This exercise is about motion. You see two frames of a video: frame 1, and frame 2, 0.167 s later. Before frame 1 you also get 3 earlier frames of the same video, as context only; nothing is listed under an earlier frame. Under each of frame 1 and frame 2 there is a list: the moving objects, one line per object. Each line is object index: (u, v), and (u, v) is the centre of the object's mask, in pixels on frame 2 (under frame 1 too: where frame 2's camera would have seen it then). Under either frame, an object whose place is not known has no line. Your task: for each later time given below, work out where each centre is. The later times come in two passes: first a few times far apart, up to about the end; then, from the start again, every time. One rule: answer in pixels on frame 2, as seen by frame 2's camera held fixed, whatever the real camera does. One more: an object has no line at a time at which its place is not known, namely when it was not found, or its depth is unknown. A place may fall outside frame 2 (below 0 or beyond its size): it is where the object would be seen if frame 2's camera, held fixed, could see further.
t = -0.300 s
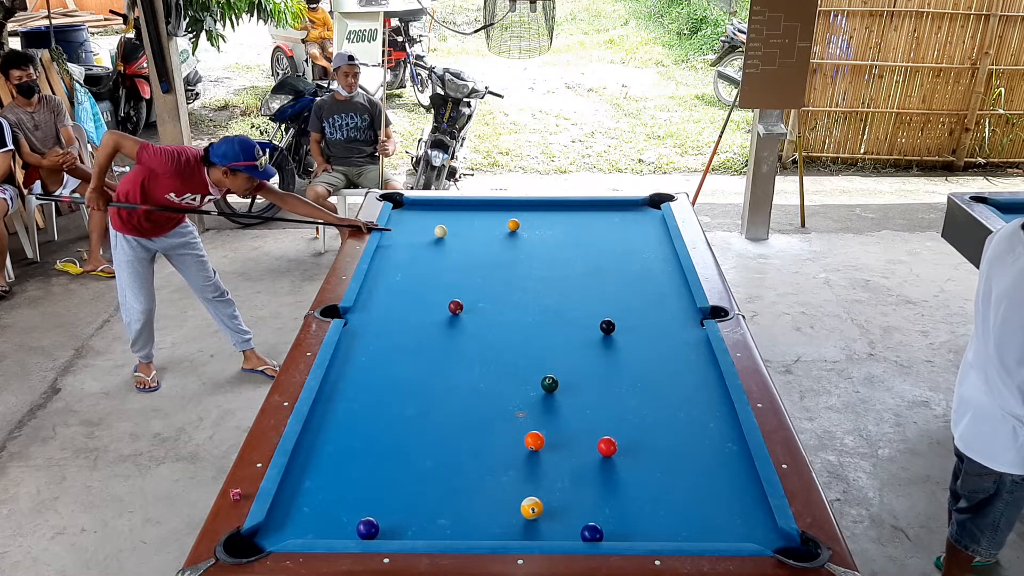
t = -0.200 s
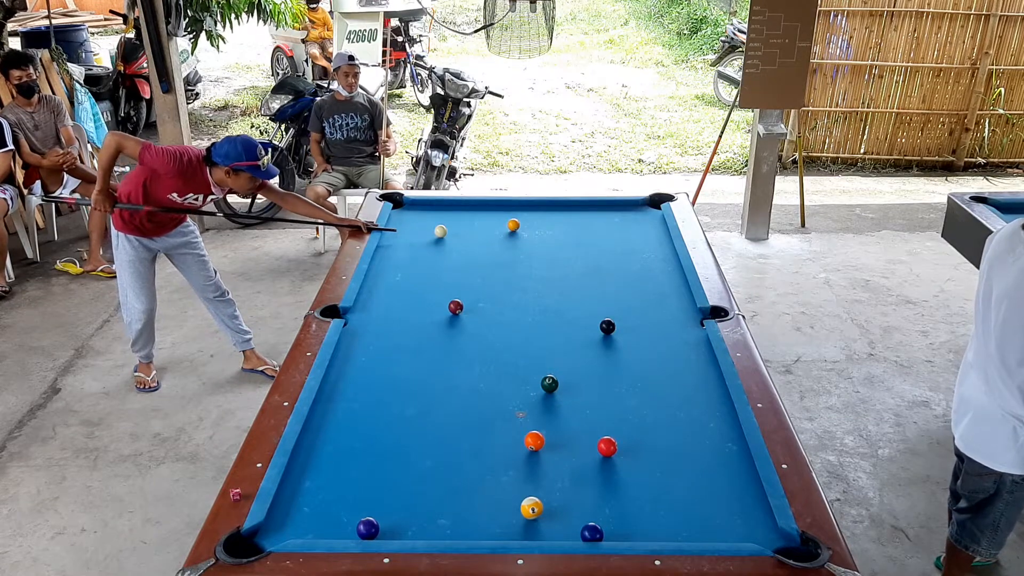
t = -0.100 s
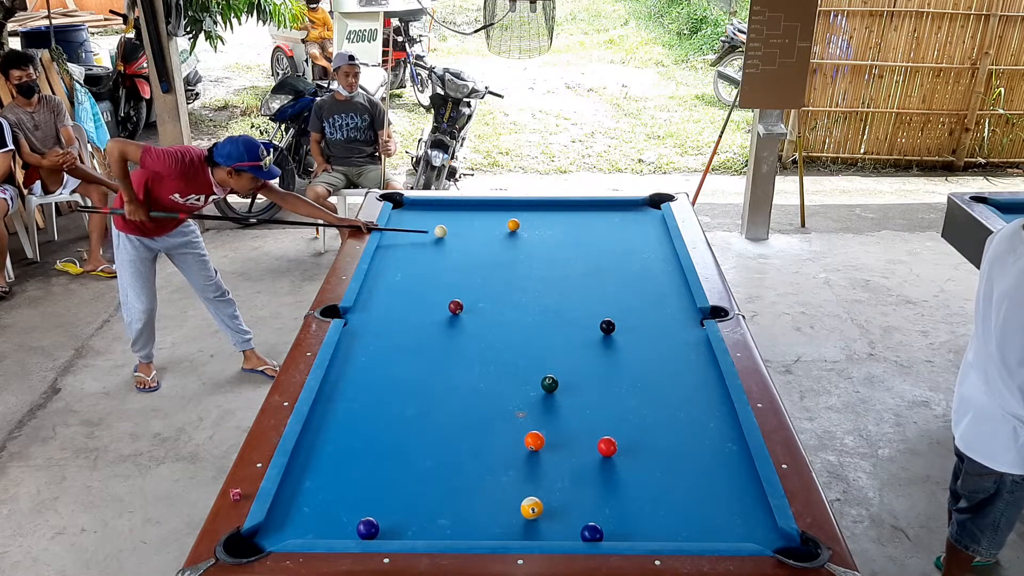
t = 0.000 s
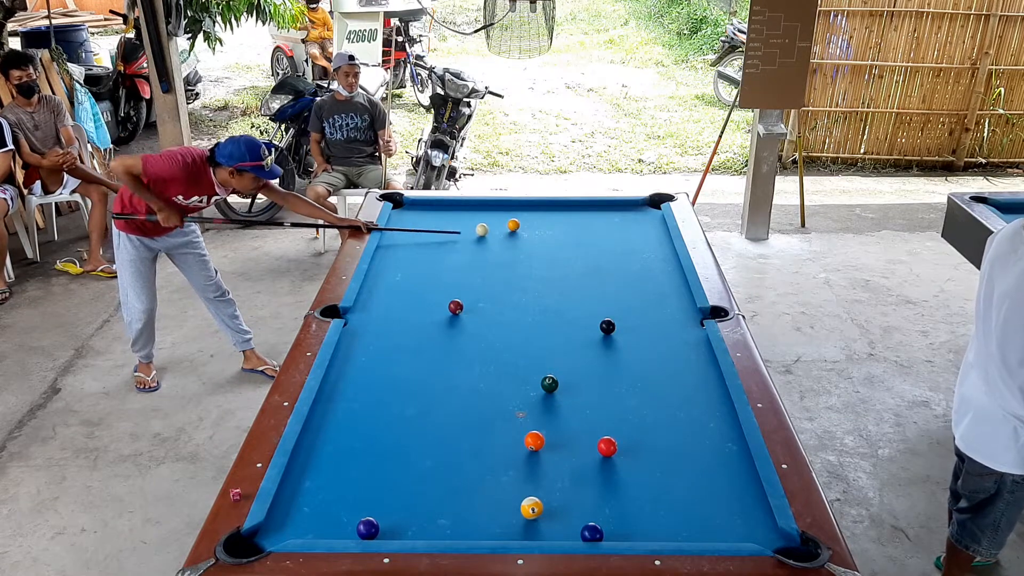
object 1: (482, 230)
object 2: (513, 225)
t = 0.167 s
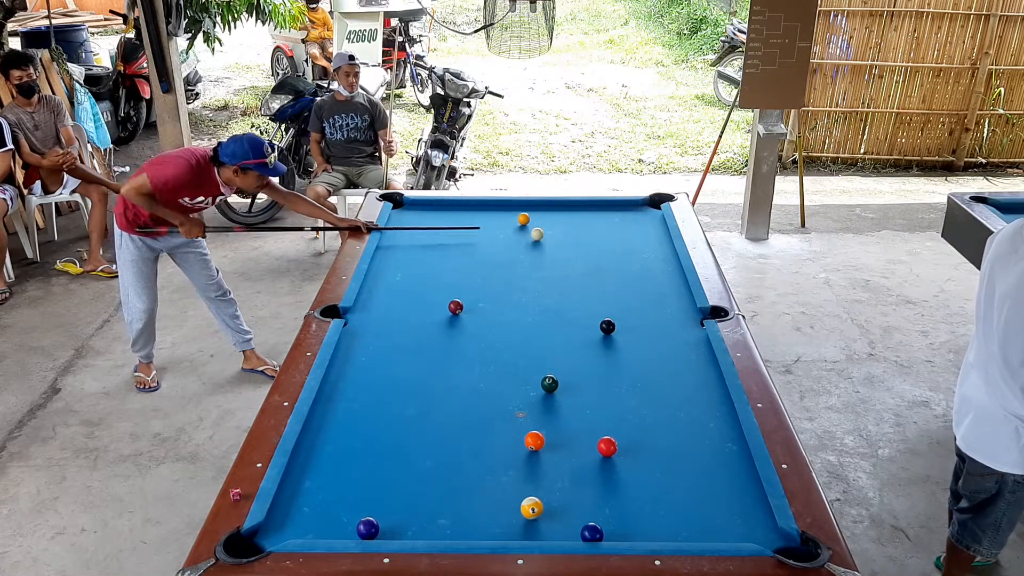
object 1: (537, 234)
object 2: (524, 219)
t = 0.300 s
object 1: (572, 240)
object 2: (533, 213)
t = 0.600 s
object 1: (653, 253)
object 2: (552, 204)
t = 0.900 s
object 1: (642, 271)
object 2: (564, 210)
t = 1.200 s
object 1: (605, 290)
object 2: (576, 215)
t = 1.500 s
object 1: (566, 309)
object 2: (586, 221)
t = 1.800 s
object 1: (524, 331)
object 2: (596, 226)
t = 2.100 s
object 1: (481, 353)
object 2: (606, 230)
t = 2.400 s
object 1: (434, 377)
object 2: (614, 234)
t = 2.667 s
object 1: (391, 399)
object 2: (621, 238)
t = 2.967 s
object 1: (340, 426)
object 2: (628, 241)
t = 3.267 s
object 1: (310, 449)
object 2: (635, 244)
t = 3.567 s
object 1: (324, 464)
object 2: (640, 247)
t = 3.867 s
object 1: (338, 478)
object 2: (645, 249)
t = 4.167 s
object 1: (352, 491)
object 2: (649, 251)
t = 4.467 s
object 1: (365, 503)
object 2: (651, 253)
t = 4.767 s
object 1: (379, 513)
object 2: (653, 253)
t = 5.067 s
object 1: (392, 521)
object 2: (654, 254)
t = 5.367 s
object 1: (405, 527)
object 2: (654, 254)
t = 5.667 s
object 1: (417, 531)
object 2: (654, 254)
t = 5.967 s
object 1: (427, 533)
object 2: (654, 254)
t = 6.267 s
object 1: (433, 533)
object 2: (654, 254)
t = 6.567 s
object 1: (437, 532)
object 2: (654, 254)
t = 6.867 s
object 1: (438, 532)
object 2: (654, 254)
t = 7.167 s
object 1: (438, 532)
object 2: (654, 254)
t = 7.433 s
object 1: (438, 532)
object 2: (654, 254)
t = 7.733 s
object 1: (438, 532)
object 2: (654, 254)
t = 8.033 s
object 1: (438, 532)
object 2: (654, 254)
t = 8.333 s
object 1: (438, 532)
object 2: (654, 254)
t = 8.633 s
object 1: (438, 532)
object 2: (654, 254)
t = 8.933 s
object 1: (438, 532)
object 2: (654, 254)
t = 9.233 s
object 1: (438, 532)
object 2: (654, 254)
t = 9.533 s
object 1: (438, 532)
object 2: (654, 254)
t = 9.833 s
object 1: (438, 532)
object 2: (654, 254)
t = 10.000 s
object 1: (438, 532)
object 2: (654, 254)
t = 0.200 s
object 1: (545, 236)
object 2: (526, 217)
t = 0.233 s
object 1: (554, 237)
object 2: (528, 216)
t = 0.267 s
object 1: (563, 239)
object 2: (531, 214)
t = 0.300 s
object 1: (572, 240)
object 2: (533, 213)
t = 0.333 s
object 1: (580, 241)
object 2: (536, 212)
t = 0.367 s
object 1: (589, 243)
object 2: (538, 211)
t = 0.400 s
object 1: (598, 245)
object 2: (540, 209)
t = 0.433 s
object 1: (607, 246)
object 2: (542, 208)
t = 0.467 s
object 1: (616, 247)
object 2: (545, 206)
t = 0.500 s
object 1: (625, 249)
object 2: (547, 205)
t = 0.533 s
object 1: (634, 251)
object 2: (549, 204)
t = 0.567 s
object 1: (644, 252)
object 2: (551, 204)
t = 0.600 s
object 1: (653, 253)
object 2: (552, 204)
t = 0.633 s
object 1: (662, 255)
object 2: (554, 205)
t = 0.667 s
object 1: (671, 257)
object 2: (555, 206)
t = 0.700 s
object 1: (668, 259)
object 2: (557, 206)
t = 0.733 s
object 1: (663, 260)
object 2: (558, 207)
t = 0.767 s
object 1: (659, 263)
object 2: (559, 207)
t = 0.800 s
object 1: (655, 265)
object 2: (560, 208)
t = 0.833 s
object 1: (651, 267)
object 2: (562, 208)
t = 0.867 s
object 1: (647, 269)
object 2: (563, 209)
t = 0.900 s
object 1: (642, 271)
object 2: (564, 210)
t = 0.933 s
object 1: (638, 273)
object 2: (565, 211)
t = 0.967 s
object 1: (634, 275)
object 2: (567, 211)
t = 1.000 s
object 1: (630, 277)
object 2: (568, 212)
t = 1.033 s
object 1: (626, 279)
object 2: (569, 212)
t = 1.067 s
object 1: (622, 281)
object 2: (571, 213)
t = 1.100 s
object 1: (618, 283)
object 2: (572, 214)
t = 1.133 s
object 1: (614, 285)
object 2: (573, 214)
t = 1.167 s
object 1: (609, 288)
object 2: (574, 215)
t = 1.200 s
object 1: (605, 290)
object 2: (576, 215)
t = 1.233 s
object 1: (601, 292)
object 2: (577, 216)
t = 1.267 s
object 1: (597, 294)
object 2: (578, 217)
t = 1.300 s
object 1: (592, 296)
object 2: (579, 217)
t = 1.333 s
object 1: (588, 298)
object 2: (580, 218)
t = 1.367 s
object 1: (584, 301)
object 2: (582, 219)
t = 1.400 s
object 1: (579, 303)
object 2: (583, 219)
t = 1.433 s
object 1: (575, 305)
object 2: (584, 220)
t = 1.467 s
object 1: (570, 307)
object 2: (585, 220)
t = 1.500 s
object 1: (566, 309)
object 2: (586, 221)
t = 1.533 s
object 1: (561, 312)
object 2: (588, 221)
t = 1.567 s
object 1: (557, 314)
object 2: (589, 222)
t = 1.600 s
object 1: (552, 316)
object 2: (590, 222)
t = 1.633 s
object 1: (548, 319)
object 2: (591, 223)
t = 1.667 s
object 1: (543, 321)
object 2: (592, 224)
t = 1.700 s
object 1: (539, 323)
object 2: (593, 224)
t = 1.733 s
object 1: (534, 326)
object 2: (594, 225)
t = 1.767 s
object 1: (529, 328)
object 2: (595, 225)
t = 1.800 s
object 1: (524, 331)
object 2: (596, 226)
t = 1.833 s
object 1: (520, 333)
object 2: (597, 226)
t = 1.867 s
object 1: (515, 335)
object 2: (598, 227)
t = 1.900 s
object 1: (510, 338)
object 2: (599, 227)
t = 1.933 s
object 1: (505, 340)
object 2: (600, 228)
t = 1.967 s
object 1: (500, 343)
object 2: (601, 228)
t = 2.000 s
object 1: (495, 345)
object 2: (602, 229)
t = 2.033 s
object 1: (490, 348)
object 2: (603, 229)
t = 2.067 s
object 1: (486, 350)
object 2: (604, 230)
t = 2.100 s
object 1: (481, 353)
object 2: (606, 230)
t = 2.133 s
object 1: (475, 355)
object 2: (606, 231)
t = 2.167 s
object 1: (470, 358)
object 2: (607, 231)
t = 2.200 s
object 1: (465, 361)
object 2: (608, 232)
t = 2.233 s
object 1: (460, 363)
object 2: (609, 232)
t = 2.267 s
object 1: (455, 366)
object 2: (610, 233)
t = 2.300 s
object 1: (450, 369)
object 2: (611, 233)
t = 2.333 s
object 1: (445, 371)
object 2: (612, 234)
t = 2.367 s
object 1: (440, 374)
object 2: (613, 234)
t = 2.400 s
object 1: (434, 377)
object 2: (614, 234)
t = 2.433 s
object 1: (429, 380)
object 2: (615, 235)
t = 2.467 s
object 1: (424, 382)
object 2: (616, 235)
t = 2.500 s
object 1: (418, 385)
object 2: (617, 236)
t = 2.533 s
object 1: (413, 388)
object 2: (617, 236)
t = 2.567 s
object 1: (408, 391)
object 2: (618, 237)
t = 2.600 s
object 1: (402, 393)
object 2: (619, 237)
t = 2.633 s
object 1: (397, 396)
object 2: (620, 237)
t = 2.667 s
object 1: (391, 399)
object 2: (621, 238)
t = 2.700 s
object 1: (386, 402)
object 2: (622, 238)
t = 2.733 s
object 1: (380, 405)
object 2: (623, 239)
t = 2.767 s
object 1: (374, 408)
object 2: (623, 239)
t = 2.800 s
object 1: (369, 411)
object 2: (624, 239)
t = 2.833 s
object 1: (363, 414)
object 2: (625, 240)
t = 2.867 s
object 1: (357, 417)
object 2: (626, 240)
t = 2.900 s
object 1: (352, 420)
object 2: (627, 241)
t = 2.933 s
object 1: (346, 423)
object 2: (628, 241)
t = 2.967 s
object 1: (340, 426)
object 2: (628, 241)
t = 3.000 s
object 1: (334, 429)
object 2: (629, 242)
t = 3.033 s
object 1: (328, 432)
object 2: (630, 242)
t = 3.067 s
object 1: (322, 435)
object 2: (630, 242)
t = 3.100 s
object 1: (316, 438)
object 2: (631, 243)
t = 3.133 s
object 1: (310, 441)
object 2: (632, 243)
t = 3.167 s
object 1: (305, 444)
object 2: (633, 243)
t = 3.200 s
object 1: (307, 446)
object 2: (633, 244)
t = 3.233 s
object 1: (309, 448)
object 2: (634, 244)
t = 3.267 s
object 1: (310, 449)
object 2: (635, 244)
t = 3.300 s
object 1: (312, 451)
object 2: (635, 245)
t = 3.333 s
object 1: (313, 453)
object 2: (636, 245)
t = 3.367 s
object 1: (315, 454)
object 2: (637, 245)
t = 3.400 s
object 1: (316, 456)
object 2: (638, 245)
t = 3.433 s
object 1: (318, 458)
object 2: (638, 246)
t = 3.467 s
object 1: (319, 459)
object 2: (639, 246)
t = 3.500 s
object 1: (321, 461)
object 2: (639, 246)
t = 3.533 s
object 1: (322, 462)
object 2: (640, 247)
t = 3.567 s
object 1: (324, 464)
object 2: (640, 247)
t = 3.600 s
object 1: (325, 466)
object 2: (641, 247)
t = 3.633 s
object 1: (327, 467)
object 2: (642, 247)
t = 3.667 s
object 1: (329, 469)
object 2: (642, 248)
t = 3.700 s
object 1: (330, 470)
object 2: (643, 248)
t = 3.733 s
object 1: (332, 472)
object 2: (643, 248)
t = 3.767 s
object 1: (333, 473)
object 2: (644, 248)
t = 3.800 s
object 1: (335, 475)
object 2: (644, 249)
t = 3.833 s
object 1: (336, 476)
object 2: (645, 249)
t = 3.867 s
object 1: (338, 478)
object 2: (645, 249)
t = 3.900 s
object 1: (340, 479)
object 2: (646, 249)
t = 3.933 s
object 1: (341, 481)
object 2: (646, 250)
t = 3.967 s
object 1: (342, 482)
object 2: (646, 250)
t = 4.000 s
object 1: (344, 484)
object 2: (647, 250)
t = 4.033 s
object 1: (346, 485)
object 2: (647, 250)
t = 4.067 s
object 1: (347, 487)
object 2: (648, 250)
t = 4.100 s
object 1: (349, 488)
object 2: (648, 251)
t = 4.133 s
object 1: (350, 490)
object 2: (648, 251)
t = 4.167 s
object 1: (352, 491)
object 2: (649, 251)
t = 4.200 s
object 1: (353, 492)
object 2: (649, 251)
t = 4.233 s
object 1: (355, 494)
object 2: (649, 251)
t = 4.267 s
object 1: (356, 495)
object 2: (650, 252)
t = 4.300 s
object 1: (358, 496)
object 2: (650, 252)
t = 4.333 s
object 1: (359, 498)
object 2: (650, 252)
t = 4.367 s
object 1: (361, 499)
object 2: (651, 252)
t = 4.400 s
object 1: (362, 500)
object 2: (651, 252)
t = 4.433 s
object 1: (364, 502)
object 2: (651, 252)
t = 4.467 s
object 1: (365, 503)
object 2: (651, 253)
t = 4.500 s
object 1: (367, 504)
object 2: (652, 253)
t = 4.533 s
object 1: (368, 505)
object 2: (652, 253)
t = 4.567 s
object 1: (370, 506)
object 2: (652, 253)
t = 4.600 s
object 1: (371, 507)
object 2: (652, 253)
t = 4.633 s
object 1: (373, 508)
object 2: (653, 253)
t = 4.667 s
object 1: (374, 510)
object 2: (653, 253)
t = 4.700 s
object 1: (376, 511)
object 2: (653, 253)
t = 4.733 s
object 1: (378, 512)
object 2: (653, 253)
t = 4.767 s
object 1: (379, 513)
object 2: (653, 253)
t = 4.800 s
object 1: (380, 514)
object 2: (654, 253)
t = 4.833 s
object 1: (382, 515)
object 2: (654, 254)
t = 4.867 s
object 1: (383, 516)
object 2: (654, 254)
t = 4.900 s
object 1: (385, 517)
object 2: (654, 254)
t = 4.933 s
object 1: (386, 518)
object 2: (654, 254)
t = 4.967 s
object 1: (388, 519)
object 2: (654, 254)
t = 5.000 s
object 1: (389, 519)
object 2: (654, 254)
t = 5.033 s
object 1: (391, 520)
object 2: (654, 254)
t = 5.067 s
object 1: (392, 521)
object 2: (654, 254)
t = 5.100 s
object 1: (394, 522)
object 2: (654, 254)
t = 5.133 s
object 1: (395, 523)
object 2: (654, 254)
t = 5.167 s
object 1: (397, 523)
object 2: (654, 254)
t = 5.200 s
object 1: (398, 524)
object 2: (654, 254)
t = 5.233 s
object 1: (399, 525)
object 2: (654, 254)
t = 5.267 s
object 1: (401, 525)
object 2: (654, 254)
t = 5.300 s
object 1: (402, 526)
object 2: (654, 254)
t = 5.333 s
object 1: (404, 526)
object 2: (654, 254)
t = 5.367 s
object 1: (405, 527)
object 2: (654, 254)
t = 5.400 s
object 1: (407, 527)
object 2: (654, 254)
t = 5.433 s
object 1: (408, 528)
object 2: (654, 254)
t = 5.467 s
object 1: (409, 528)
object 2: (654, 254)
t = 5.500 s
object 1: (411, 529)
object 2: (654, 254)
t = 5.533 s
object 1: (412, 529)
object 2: (654, 254)
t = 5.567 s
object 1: (413, 530)
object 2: (654, 254)
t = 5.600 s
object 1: (414, 530)
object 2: (654, 254)
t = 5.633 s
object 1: (415, 530)
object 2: (654, 254)
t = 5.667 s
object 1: (417, 531)
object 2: (654, 254)
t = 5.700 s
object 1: (418, 531)
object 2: (654, 254)
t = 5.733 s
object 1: (419, 532)
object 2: (654, 254)
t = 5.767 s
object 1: (420, 532)
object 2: (654, 254)
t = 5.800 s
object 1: (421, 532)
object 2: (654, 254)
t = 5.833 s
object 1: (422, 533)
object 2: (654, 254)
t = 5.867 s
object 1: (424, 533)
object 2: (654, 254)
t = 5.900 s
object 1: (425, 533)
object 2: (654, 254)
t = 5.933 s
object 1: (426, 533)
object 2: (654, 254)
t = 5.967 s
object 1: (427, 533)
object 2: (654, 254)
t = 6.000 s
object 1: (428, 534)
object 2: (654, 254)
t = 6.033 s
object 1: (429, 533)
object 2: (654, 254)
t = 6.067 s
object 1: (429, 533)
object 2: (654, 254)
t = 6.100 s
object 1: (430, 533)
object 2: (654, 254)
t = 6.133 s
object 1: (431, 533)
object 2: (654, 254)
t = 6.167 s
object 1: (432, 533)
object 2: (654, 254)
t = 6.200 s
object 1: (432, 533)
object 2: (654, 254)
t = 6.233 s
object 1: (433, 533)
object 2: (654, 254)
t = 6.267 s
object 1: (433, 533)
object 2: (654, 254)
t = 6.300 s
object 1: (433, 533)
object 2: (654, 254)
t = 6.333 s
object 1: (434, 533)
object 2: (654, 254)
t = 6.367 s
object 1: (434, 532)
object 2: (654, 254)
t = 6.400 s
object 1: (435, 532)
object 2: (654, 254)
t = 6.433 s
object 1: (435, 532)
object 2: (654, 254)
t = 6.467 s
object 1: (436, 532)
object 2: (654, 254)
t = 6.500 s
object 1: (436, 532)
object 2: (654, 254)
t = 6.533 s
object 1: (436, 532)
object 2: (654, 254)
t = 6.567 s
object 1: (437, 532)
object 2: (654, 254)
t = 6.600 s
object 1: (437, 532)
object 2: (654, 254)
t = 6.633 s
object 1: (437, 532)
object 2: (654, 254)
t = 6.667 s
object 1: (437, 532)
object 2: (654, 254)
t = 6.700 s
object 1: (438, 532)
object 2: (654, 254)
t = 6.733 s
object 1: (438, 532)
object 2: (654, 254)
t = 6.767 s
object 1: (438, 532)
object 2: (654, 254)
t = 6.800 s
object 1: (438, 532)
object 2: (654, 254)
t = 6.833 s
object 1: (438, 532)
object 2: (654, 254)
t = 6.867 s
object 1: (438, 532)
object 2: (654, 254)
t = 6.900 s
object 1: (438, 532)
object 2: (654, 254)
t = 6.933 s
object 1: (438, 532)
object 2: (654, 254)
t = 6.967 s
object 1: (438, 532)
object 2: (654, 254)
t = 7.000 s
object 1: (438, 532)
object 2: (654, 254)
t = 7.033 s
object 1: (438, 532)
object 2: (654, 254)
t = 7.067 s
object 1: (438, 532)
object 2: (654, 254)
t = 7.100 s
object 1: (438, 532)
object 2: (654, 254)
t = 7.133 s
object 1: (438, 532)
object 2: (654, 254)
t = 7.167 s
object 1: (438, 532)
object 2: (654, 254)
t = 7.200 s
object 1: (438, 532)
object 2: (654, 254)
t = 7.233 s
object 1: (438, 532)
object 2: (654, 254)
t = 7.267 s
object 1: (438, 532)
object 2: (654, 254)
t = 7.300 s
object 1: (438, 532)
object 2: (654, 254)
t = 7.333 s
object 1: (438, 532)
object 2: (654, 254)
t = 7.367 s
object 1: (438, 532)
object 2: (654, 254)
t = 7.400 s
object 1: (438, 532)
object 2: (654, 254)
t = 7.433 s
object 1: (438, 532)
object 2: (654, 254)
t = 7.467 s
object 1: (438, 532)
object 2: (654, 254)
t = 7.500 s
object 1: (438, 532)
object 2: (654, 254)
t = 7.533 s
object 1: (438, 532)
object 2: (654, 254)
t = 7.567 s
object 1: (438, 532)
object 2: (654, 254)
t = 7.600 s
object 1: (438, 532)
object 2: (654, 254)
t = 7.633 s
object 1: (438, 532)
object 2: (654, 254)
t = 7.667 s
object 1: (438, 532)
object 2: (654, 254)
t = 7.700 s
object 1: (438, 532)
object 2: (654, 254)
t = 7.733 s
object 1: (438, 532)
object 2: (654, 254)
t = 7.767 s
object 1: (438, 532)
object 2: (654, 254)
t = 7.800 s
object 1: (438, 532)
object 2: (654, 254)
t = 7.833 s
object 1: (438, 532)
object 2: (654, 254)
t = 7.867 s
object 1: (438, 532)
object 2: (654, 254)
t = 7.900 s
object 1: (438, 532)
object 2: (654, 254)
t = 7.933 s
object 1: (438, 532)
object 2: (654, 254)
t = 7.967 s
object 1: (438, 532)
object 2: (654, 254)
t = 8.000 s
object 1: (438, 532)
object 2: (654, 254)
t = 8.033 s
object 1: (438, 532)
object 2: (654, 254)
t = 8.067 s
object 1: (438, 532)
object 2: (654, 254)
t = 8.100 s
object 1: (438, 532)
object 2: (654, 254)
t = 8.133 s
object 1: (438, 532)
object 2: (654, 254)
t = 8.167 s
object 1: (438, 532)
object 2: (654, 254)
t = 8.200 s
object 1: (438, 532)
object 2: (654, 254)
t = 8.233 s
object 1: (438, 532)
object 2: (654, 254)
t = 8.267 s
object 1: (438, 532)
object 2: (654, 254)
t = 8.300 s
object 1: (438, 532)
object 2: (654, 254)
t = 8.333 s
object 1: (438, 532)
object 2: (654, 254)
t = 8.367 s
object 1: (438, 532)
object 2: (654, 254)
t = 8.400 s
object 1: (438, 532)
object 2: (654, 254)
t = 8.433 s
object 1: (438, 532)
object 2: (654, 254)
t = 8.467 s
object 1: (438, 532)
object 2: (654, 254)
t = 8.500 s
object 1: (438, 532)
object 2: (654, 254)
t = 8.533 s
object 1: (438, 532)
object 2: (654, 254)
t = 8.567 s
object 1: (438, 532)
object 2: (654, 254)
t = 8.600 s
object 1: (438, 532)
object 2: (654, 254)
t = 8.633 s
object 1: (438, 532)
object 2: (654, 254)
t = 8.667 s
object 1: (438, 532)
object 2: (654, 254)
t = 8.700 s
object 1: (438, 532)
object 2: (654, 254)
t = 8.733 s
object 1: (438, 532)
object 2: (654, 254)
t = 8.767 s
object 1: (438, 532)
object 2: (654, 254)
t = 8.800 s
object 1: (438, 532)
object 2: (654, 254)
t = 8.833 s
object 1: (438, 532)
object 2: (654, 254)
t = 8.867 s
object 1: (438, 532)
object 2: (654, 254)
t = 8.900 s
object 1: (438, 532)
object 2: (654, 254)
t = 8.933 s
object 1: (438, 532)
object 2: (654, 254)
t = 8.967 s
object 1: (438, 532)
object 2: (654, 254)
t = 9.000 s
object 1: (438, 532)
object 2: (654, 254)
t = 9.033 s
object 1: (438, 532)
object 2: (654, 254)
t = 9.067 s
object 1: (438, 532)
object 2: (654, 254)
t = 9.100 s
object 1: (438, 532)
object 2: (654, 254)
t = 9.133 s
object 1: (438, 532)
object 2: (654, 254)
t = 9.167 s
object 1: (438, 532)
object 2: (654, 254)
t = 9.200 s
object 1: (438, 532)
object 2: (654, 254)
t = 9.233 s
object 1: (438, 532)
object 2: (654, 254)
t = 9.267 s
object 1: (438, 532)
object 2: (654, 254)
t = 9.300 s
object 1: (438, 532)
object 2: (654, 254)
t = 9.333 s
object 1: (438, 532)
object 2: (654, 254)
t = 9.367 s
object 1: (438, 532)
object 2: (654, 254)
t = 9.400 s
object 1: (438, 532)
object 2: (654, 254)
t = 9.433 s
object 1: (438, 532)
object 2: (654, 254)
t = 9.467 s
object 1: (438, 532)
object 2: (654, 254)
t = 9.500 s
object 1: (438, 532)
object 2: (654, 254)
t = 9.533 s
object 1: (438, 532)
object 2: (654, 254)
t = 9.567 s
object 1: (438, 532)
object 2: (654, 254)
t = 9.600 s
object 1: (438, 532)
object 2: (654, 254)
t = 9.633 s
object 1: (438, 532)
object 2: (654, 254)
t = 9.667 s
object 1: (438, 532)
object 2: (654, 254)
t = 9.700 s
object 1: (438, 532)
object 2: (654, 254)
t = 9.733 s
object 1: (438, 532)
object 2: (654, 254)
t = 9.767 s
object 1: (438, 532)
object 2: (654, 254)
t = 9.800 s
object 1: (438, 532)
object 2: (654, 254)
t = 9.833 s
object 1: (438, 532)
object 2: (654, 254)
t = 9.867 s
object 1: (438, 532)
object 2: (654, 254)
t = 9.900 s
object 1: (438, 532)
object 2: (654, 254)
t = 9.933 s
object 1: (438, 532)
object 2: (654, 254)
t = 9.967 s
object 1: (438, 532)
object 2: (654, 254)
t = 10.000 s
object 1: (438, 532)
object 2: (654, 254)
